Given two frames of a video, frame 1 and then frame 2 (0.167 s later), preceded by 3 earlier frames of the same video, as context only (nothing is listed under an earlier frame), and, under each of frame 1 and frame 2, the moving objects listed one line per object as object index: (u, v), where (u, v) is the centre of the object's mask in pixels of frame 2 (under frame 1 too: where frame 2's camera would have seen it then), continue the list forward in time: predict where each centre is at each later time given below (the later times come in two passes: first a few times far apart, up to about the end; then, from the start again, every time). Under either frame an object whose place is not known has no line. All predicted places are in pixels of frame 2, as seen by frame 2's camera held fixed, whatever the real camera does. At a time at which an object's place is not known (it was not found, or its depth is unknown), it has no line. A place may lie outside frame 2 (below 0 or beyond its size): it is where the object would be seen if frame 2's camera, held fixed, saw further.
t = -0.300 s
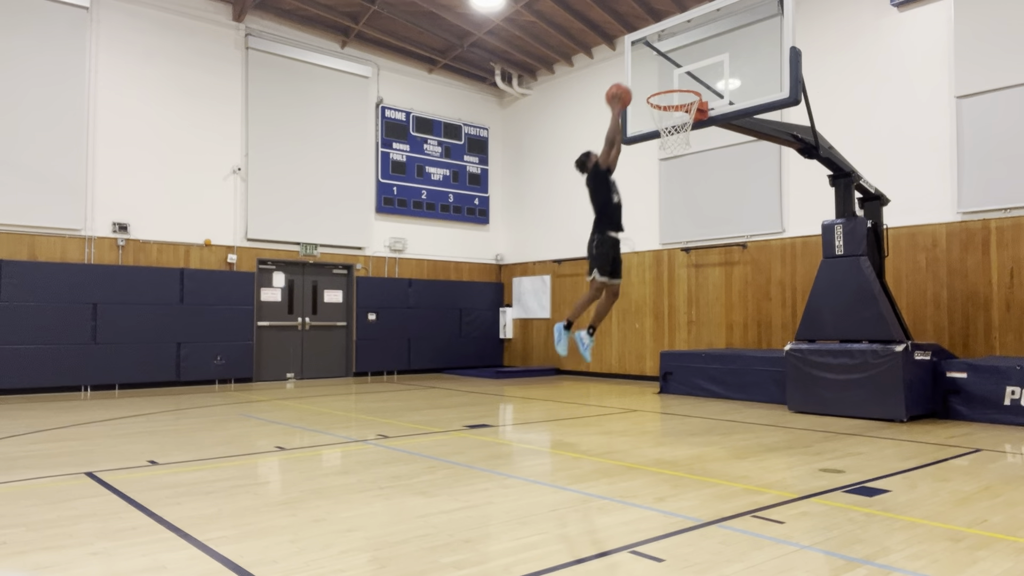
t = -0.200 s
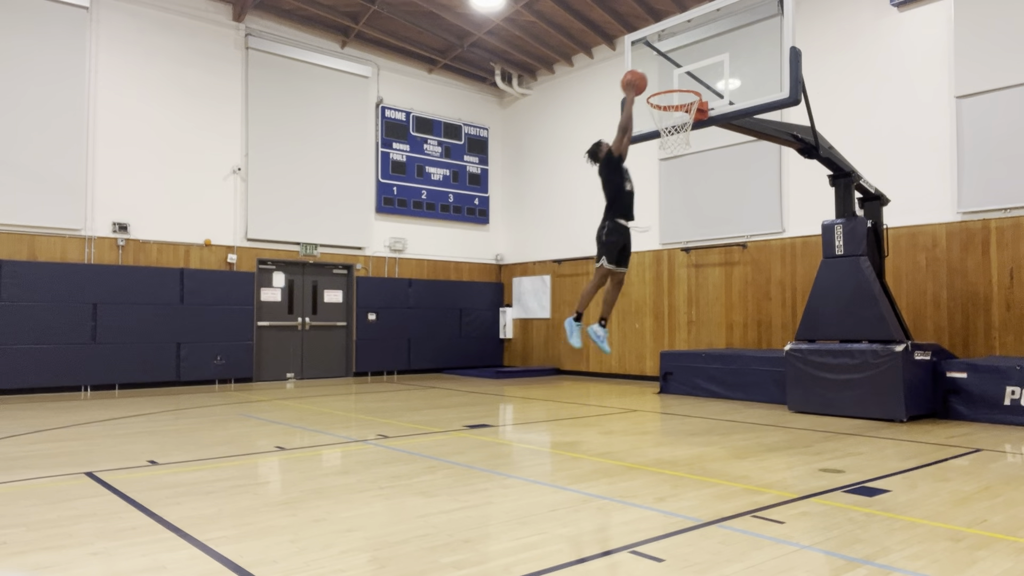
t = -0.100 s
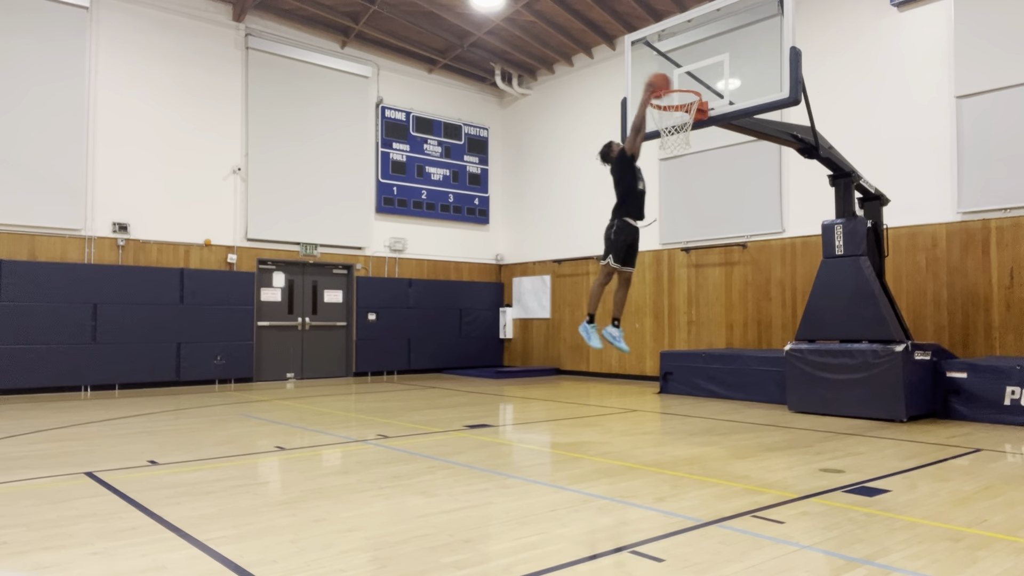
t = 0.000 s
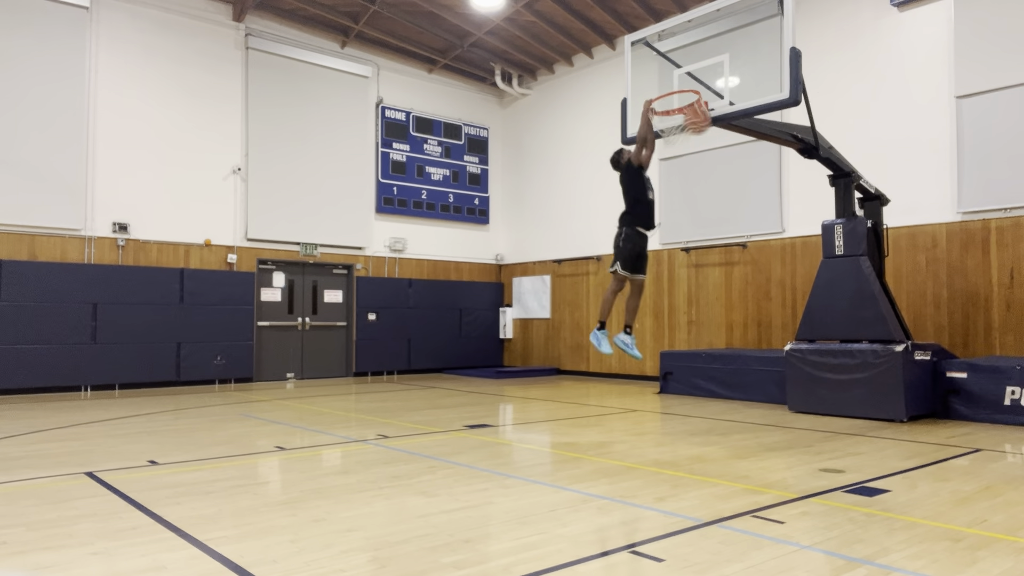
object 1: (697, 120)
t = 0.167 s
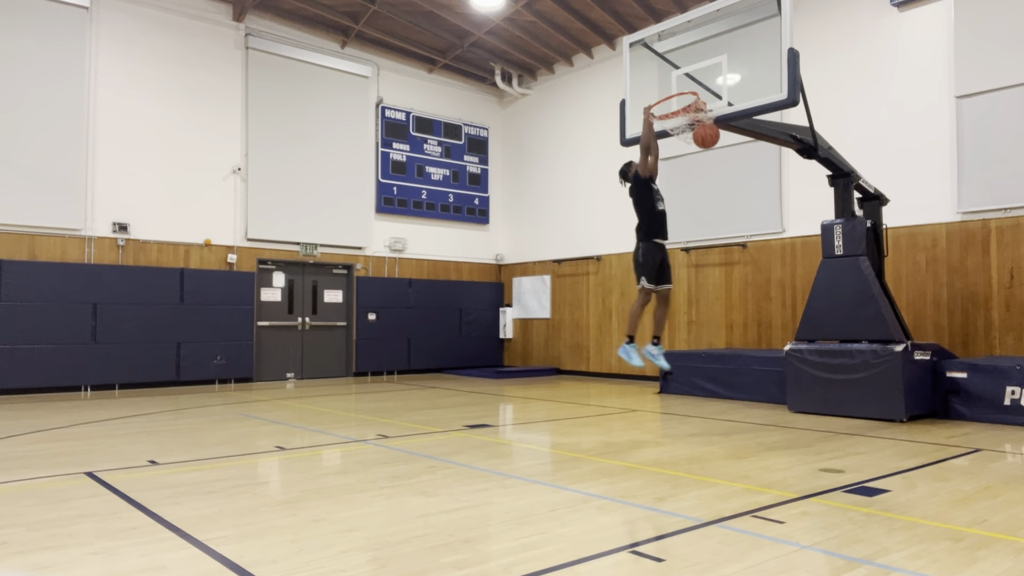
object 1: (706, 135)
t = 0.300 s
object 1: (709, 165)
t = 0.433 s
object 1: (712, 213)
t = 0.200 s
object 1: (707, 141)
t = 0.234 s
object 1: (708, 148)
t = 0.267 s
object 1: (708, 156)
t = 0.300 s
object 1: (709, 165)
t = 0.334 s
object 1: (710, 175)
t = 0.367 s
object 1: (711, 186)
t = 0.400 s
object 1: (711, 199)
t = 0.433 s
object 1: (712, 213)
